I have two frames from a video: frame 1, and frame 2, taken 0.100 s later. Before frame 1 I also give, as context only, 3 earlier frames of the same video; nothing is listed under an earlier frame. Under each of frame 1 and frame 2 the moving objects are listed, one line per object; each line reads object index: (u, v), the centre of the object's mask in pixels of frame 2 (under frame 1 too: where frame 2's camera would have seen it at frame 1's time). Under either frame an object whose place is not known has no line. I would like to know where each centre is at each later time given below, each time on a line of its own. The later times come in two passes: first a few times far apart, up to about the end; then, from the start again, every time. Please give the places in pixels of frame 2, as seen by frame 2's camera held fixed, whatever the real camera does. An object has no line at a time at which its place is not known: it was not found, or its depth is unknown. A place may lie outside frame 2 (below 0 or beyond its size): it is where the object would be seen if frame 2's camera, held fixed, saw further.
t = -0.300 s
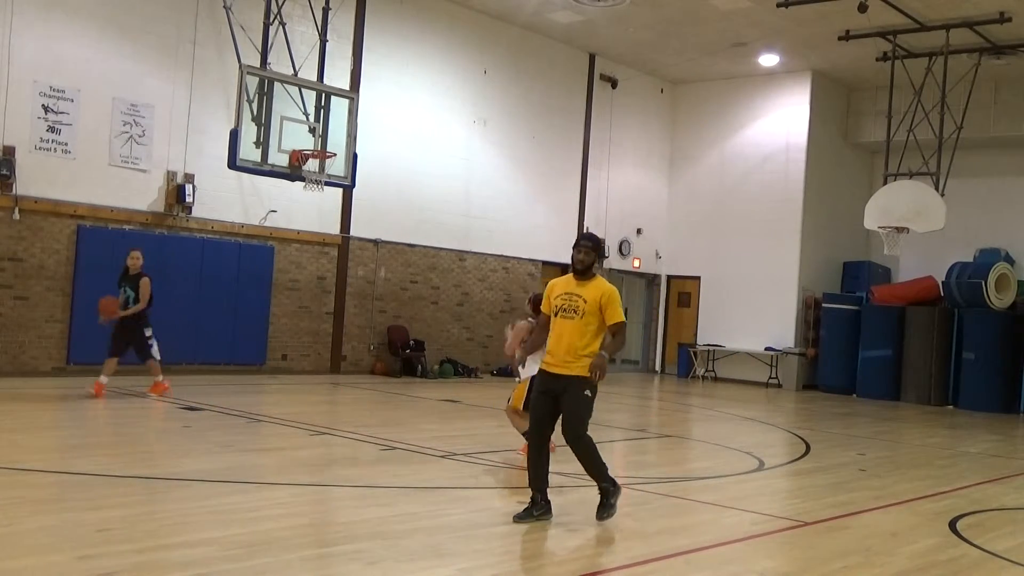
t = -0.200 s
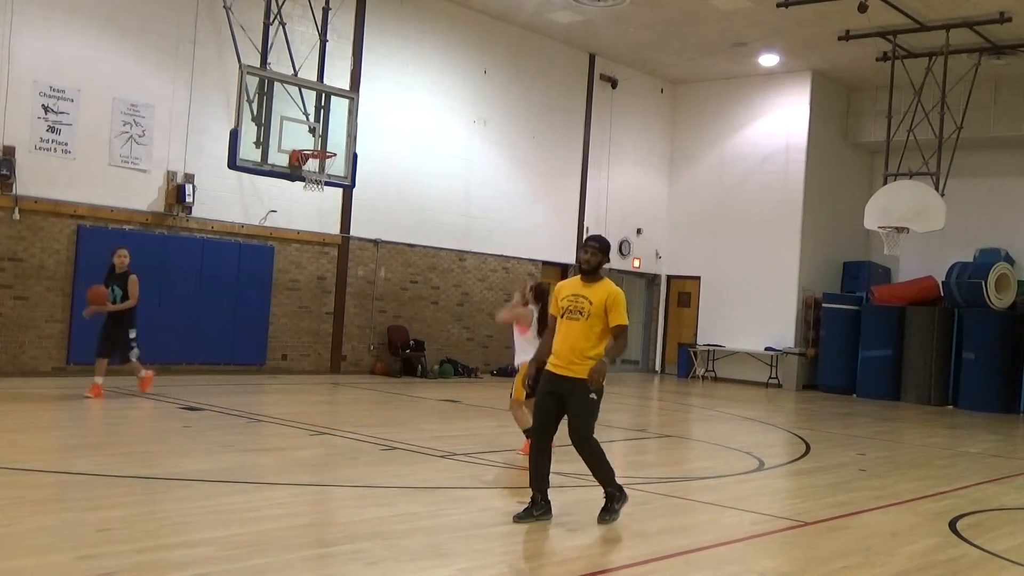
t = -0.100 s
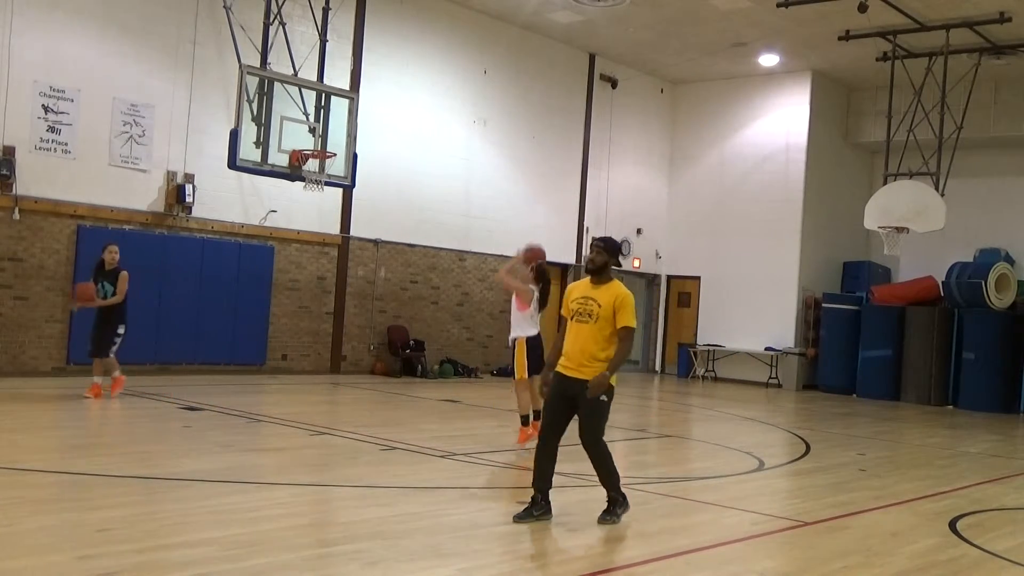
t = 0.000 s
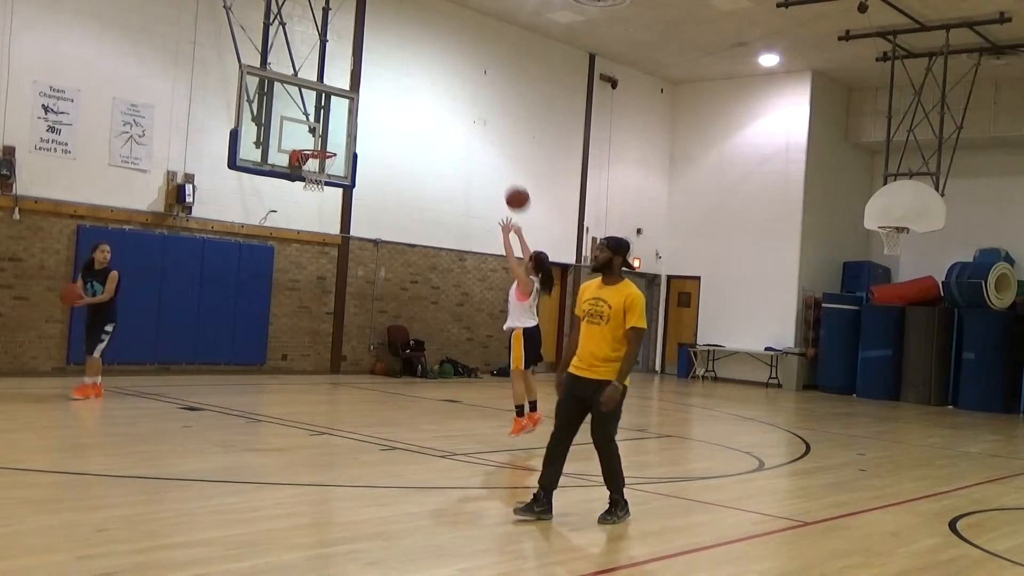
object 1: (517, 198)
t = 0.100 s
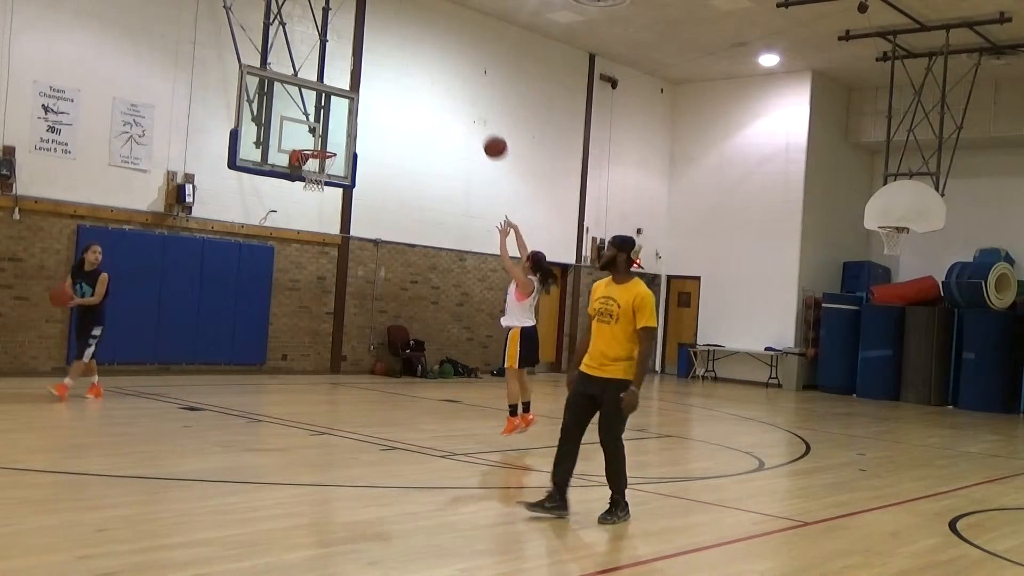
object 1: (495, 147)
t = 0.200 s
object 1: (473, 109)
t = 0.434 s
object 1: (426, 63)
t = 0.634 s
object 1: (387, 66)
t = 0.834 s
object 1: (350, 101)
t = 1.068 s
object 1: (314, 164)
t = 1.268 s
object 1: (310, 174)
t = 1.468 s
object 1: (314, 202)
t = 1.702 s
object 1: (316, 276)
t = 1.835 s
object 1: (315, 337)
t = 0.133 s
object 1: (487, 133)
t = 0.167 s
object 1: (480, 120)
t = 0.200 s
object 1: (473, 109)
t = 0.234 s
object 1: (466, 99)
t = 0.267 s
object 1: (460, 90)
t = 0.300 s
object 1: (453, 83)
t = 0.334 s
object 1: (446, 76)
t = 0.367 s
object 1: (439, 71)
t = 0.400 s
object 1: (432, 67)
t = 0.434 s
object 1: (426, 63)
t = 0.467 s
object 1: (419, 61)
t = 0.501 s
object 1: (413, 60)
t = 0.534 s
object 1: (407, 60)
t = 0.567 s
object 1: (400, 61)
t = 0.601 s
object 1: (394, 63)
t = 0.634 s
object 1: (387, 66)
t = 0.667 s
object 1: (381, 69)
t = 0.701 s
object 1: (375, 74)
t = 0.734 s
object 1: (368, 79)
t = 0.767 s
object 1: (363, 86)
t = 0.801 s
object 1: (357, 93)
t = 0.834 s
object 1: (350, 101)
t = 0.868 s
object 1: (344, 110)
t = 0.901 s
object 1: (339, 119)
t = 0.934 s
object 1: (333, 129)
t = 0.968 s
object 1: (327, 141)
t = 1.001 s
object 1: (321, 150)
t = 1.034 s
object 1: (317, 159)
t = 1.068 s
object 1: (314, 164)
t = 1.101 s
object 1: (307, 169)
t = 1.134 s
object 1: (306, 169)
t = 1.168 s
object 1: (309, 170)
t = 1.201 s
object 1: (309, 171)
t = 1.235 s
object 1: (310, 173)
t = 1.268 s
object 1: (310, 174)
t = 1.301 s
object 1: (310, 177)
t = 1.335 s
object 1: (310, 180)
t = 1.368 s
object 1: (311, 183)
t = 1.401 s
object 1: (312, 191)
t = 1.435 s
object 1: (313, 196)
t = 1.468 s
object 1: (314, 202)
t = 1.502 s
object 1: (314, 210)
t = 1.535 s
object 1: (315, 218)
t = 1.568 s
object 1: (315, 228)
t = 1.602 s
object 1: (315, 238)
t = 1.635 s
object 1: (315, 250)
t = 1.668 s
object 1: (315, 263)
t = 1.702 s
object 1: (316, 276)
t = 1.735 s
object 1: (315, 290)
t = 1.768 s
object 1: (315, 306)
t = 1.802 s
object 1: (315, 322)
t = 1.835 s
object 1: (315, 337)
